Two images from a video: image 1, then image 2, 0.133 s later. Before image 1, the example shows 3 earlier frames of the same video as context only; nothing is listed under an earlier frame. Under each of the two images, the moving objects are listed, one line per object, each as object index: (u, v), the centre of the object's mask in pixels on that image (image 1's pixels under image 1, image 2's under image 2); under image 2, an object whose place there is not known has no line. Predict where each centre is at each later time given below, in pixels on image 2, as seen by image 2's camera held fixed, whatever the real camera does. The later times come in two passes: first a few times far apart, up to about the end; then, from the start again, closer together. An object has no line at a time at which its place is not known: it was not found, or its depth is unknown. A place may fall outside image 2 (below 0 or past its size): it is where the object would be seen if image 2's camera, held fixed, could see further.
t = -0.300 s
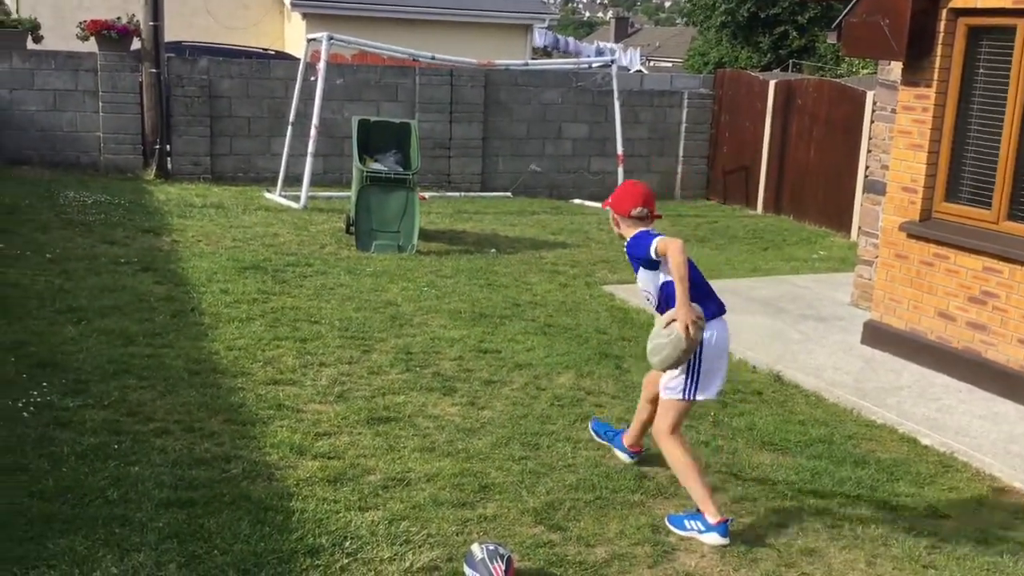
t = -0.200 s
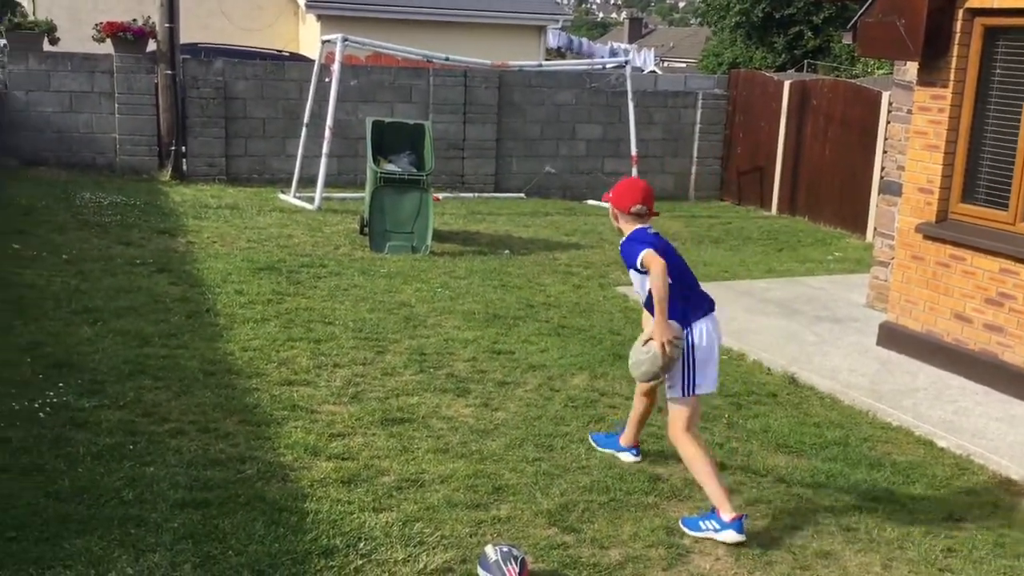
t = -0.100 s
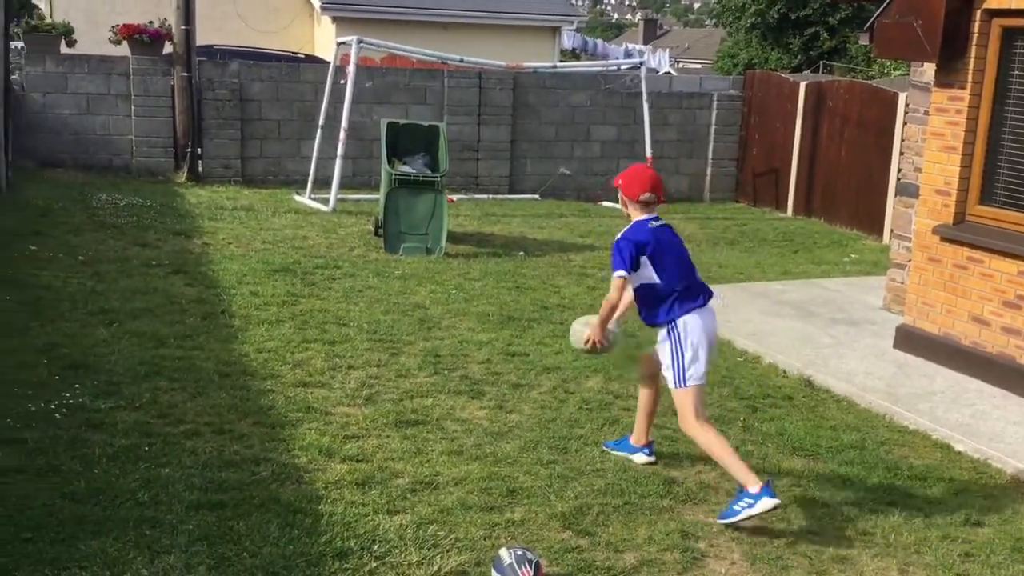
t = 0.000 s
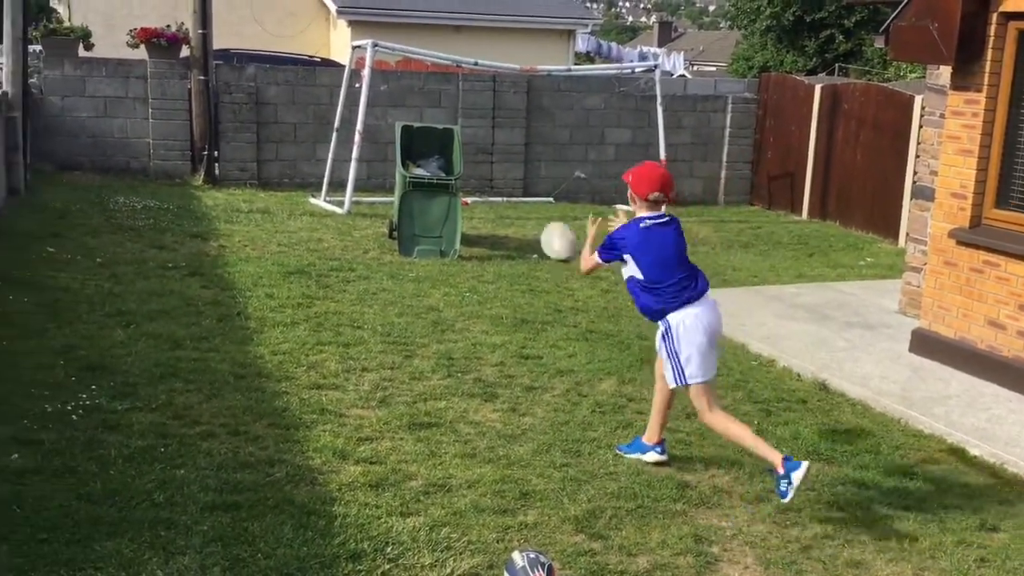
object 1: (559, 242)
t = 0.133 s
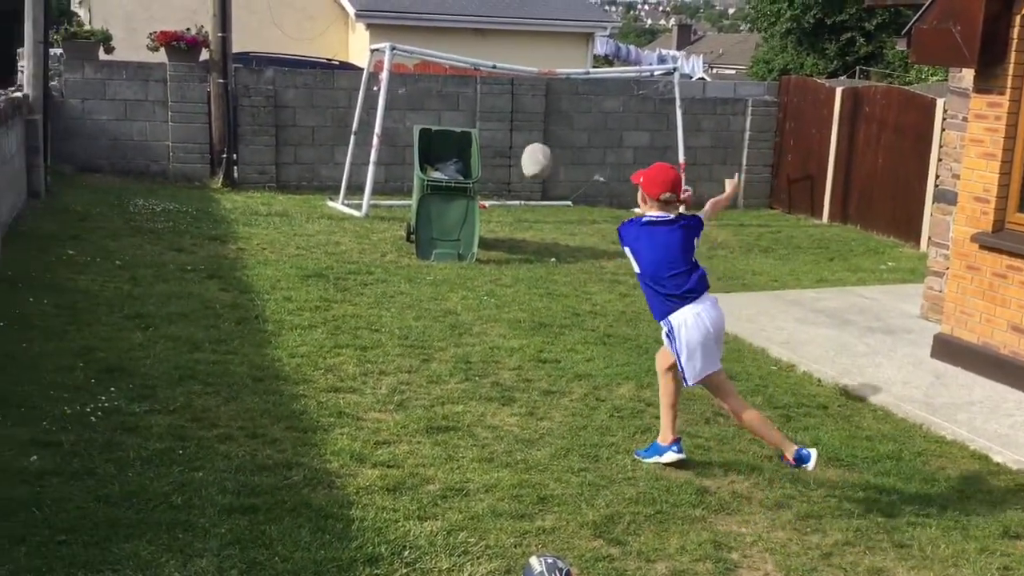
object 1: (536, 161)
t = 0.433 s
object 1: (475, 122)
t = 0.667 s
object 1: (443, 176)
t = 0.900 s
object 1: (464, 160)
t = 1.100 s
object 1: (489, 192)
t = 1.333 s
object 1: (514, 322)
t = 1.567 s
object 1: (491, 259)
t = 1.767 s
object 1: (463, 259)
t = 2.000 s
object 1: (422, 350)
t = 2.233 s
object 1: (392, 380)
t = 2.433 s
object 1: (382, 373)
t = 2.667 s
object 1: (363, 399)
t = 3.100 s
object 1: (367, 438)
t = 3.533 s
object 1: (386, 444)
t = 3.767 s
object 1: (373, 446)
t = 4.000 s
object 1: (348, 447)
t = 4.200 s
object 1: (342, 443)
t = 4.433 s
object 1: (357, 448)
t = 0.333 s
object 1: (490, 118)
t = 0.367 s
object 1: (486, 118)
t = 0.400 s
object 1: (481, 119)
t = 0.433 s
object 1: (475, 122)
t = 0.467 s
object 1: (469, 127)
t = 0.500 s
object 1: (465, 133)
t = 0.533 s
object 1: (461, 141)
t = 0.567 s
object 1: (456, 148)
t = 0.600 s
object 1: (451, 157)
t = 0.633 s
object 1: (447, 166)
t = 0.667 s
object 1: (443, 176)
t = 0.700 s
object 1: (444, 177)
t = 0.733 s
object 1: (446, 172)
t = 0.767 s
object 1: (450, 167)
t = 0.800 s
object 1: (454, 164)
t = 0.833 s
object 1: (458, 161)
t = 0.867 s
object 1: (460, 159)
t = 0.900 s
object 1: (464, 160)
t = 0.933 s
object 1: (467, 161)
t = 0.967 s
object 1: (472, 162)
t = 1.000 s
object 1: (475, 165)
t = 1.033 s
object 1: (480, 171)
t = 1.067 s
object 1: (484, 181)
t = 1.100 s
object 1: (489, 192)
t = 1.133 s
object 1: (493, 205)
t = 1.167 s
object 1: (498, 219)
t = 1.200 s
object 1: (501, 234)
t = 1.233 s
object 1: (505, 253)
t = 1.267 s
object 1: (507, 274)
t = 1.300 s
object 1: (511, 297)
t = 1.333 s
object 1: (514, 322)
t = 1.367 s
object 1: (513, 321)
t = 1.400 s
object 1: (510, 307)
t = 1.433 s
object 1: (507, 294)
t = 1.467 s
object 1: (503, 284)
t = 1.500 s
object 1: (500, 274)
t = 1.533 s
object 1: (497, 266)
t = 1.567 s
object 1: (491, 259)
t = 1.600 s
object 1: (488, 255)
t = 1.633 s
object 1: (484, 252)
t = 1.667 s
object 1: (479, 251)
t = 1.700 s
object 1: (475, 251)
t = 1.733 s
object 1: (469, 254)
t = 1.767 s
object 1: (463, 259)
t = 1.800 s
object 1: (459, 265)
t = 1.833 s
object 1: (453, 274)
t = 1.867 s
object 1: (447, 285)
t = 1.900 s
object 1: (442, 298)
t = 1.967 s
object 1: (428, 331)
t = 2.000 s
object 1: (422, 350)
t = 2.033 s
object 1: (417, 356)
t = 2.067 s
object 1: (413, 355)
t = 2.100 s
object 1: (410, 355)
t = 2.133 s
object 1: (406, 359)
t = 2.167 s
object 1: (401, 365)
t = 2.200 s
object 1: (397, 372)
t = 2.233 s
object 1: (392, 380)
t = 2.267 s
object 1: (390, 383)
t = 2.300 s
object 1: (389, 378)
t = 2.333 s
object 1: (387, 374)
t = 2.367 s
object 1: (386, 370)
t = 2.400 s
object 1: (384, 371)
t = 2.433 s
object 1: (382, 373)
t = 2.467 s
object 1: (381, 378)
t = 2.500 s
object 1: (379, 385)
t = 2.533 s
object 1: (376, 395)
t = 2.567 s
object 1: (375, 398)
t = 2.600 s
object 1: (371, 397)
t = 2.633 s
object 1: (367, 397)
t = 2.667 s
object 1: (363, 399)
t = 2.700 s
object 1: (360, 405)
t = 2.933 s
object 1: (358, 416)
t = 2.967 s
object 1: (359, 420)
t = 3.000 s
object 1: (361, 427)
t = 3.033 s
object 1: (362, 429)
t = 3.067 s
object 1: (365, 435)
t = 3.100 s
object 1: (367, 438)
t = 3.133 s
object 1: (370, 444)
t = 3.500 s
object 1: (386, 444)
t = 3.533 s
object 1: (386, 444)
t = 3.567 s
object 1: (386, 444)
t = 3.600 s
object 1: (385, 444)
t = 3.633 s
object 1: (383, 444)
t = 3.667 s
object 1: (381, 445)
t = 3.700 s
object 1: (379, 445)
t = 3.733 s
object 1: (377, 445)
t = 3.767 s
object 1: (373, 446)
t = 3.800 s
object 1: (370, 447)
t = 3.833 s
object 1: (366, 448)
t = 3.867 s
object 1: (362, 450)
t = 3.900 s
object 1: (358, 451)
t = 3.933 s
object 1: (354, 451)
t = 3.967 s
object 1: (351, 450)
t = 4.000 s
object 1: (348, 447)
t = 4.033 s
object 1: (345, 445)
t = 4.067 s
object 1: (343, 444)
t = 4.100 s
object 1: (342, 443)
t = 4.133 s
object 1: (341, 442)
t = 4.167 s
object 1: (342, 443)
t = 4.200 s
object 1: (342, 443)
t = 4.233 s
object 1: (343, 443)
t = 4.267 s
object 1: (345, 444)
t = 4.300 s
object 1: (347, 445)
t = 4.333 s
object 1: (349, 446)
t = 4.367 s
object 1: (352, 447)
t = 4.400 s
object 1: (354, 447)
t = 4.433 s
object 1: (357, 448)
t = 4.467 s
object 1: (360, 449)
